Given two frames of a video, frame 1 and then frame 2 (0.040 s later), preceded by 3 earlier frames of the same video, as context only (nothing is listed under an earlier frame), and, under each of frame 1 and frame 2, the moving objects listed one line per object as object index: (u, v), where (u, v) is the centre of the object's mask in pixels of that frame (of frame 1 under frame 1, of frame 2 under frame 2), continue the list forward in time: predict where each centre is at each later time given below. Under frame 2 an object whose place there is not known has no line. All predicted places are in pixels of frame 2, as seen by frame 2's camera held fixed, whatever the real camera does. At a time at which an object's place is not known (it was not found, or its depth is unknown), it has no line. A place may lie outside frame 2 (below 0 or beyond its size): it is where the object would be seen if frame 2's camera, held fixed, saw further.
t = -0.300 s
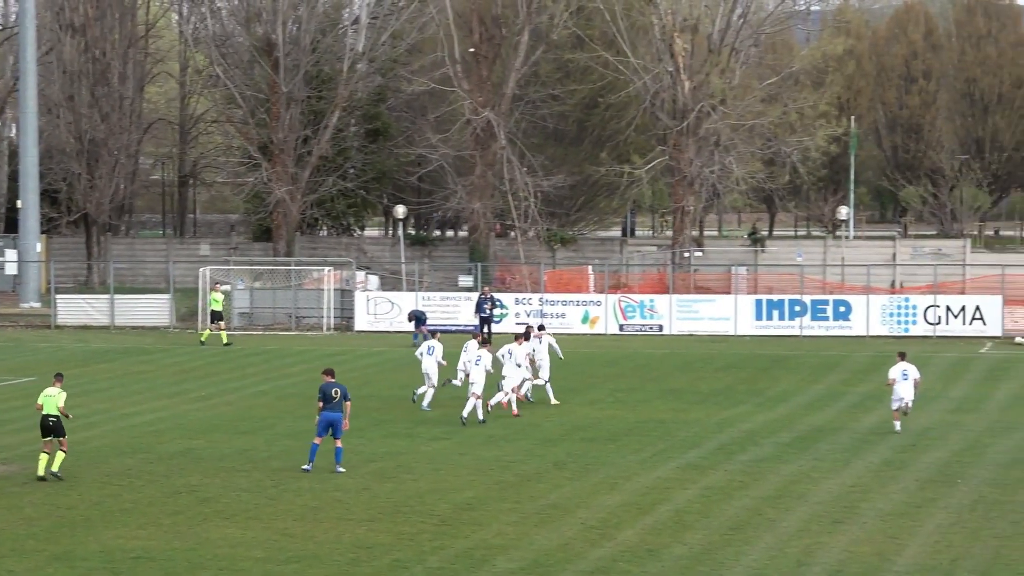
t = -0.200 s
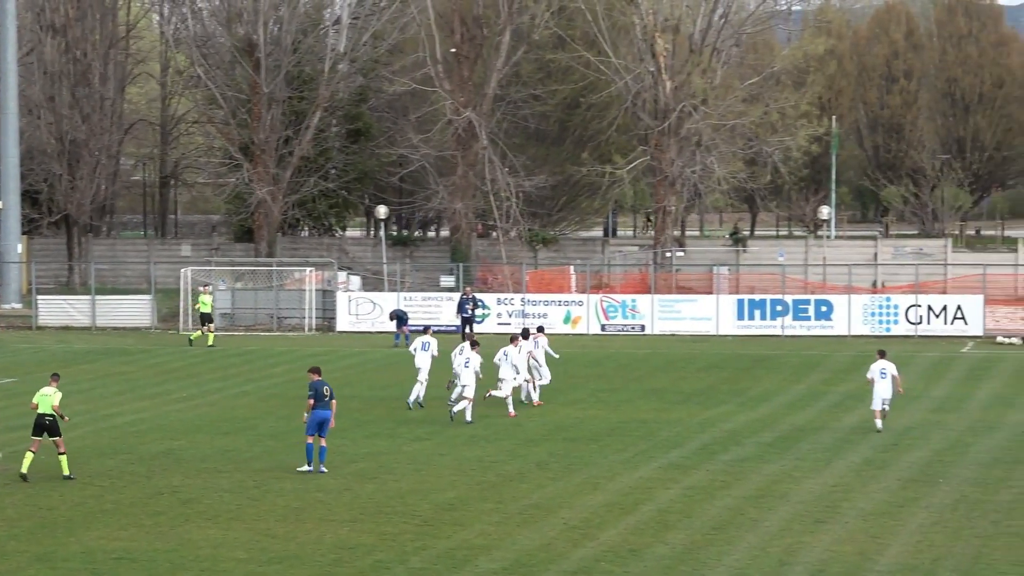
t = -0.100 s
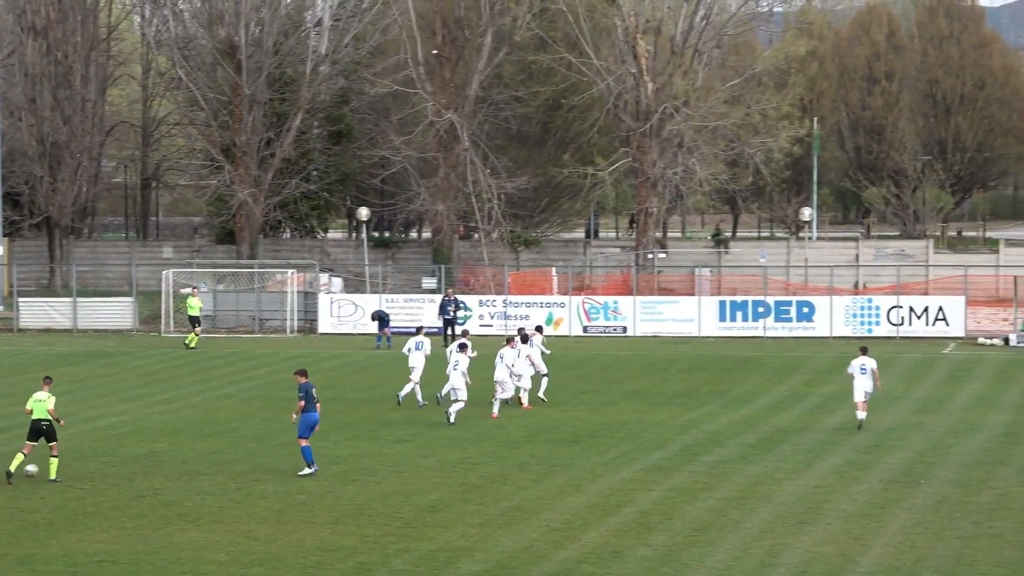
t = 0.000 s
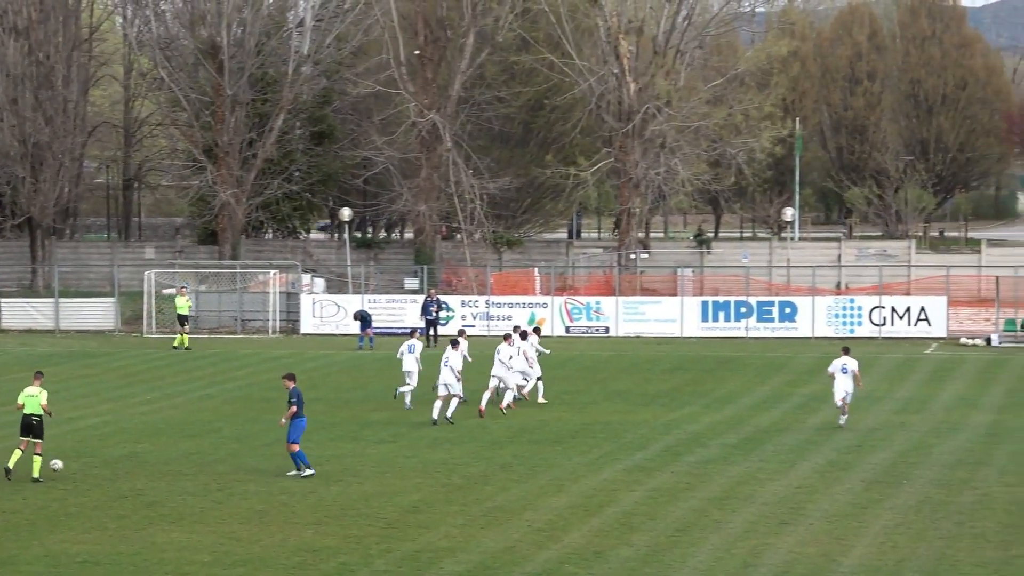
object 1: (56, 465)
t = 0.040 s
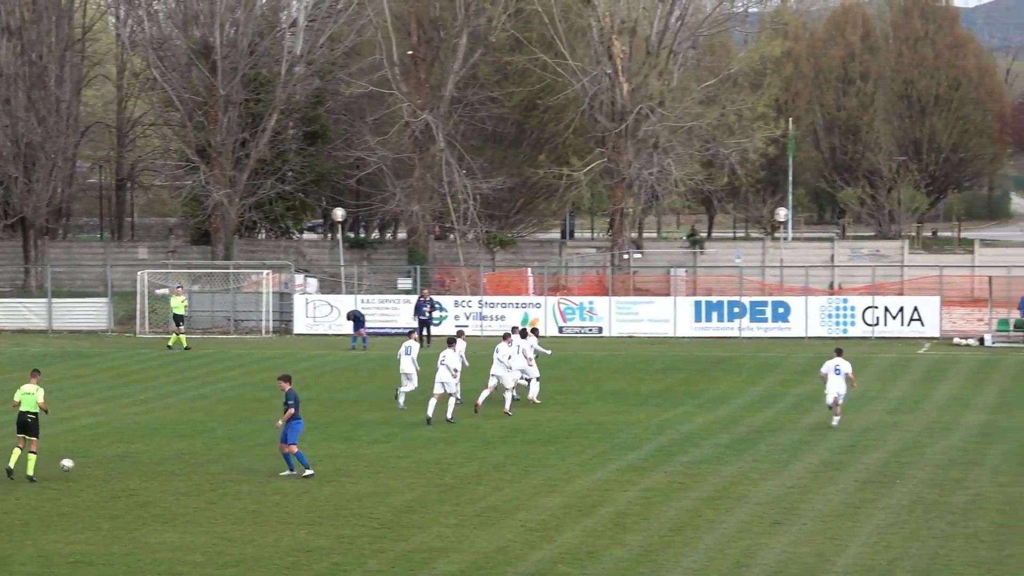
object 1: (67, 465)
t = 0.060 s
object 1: (76, 465)
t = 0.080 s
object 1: (85, 465)
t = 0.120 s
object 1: (103, 467)
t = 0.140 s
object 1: (113, 468)
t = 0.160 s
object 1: (122, 469)
